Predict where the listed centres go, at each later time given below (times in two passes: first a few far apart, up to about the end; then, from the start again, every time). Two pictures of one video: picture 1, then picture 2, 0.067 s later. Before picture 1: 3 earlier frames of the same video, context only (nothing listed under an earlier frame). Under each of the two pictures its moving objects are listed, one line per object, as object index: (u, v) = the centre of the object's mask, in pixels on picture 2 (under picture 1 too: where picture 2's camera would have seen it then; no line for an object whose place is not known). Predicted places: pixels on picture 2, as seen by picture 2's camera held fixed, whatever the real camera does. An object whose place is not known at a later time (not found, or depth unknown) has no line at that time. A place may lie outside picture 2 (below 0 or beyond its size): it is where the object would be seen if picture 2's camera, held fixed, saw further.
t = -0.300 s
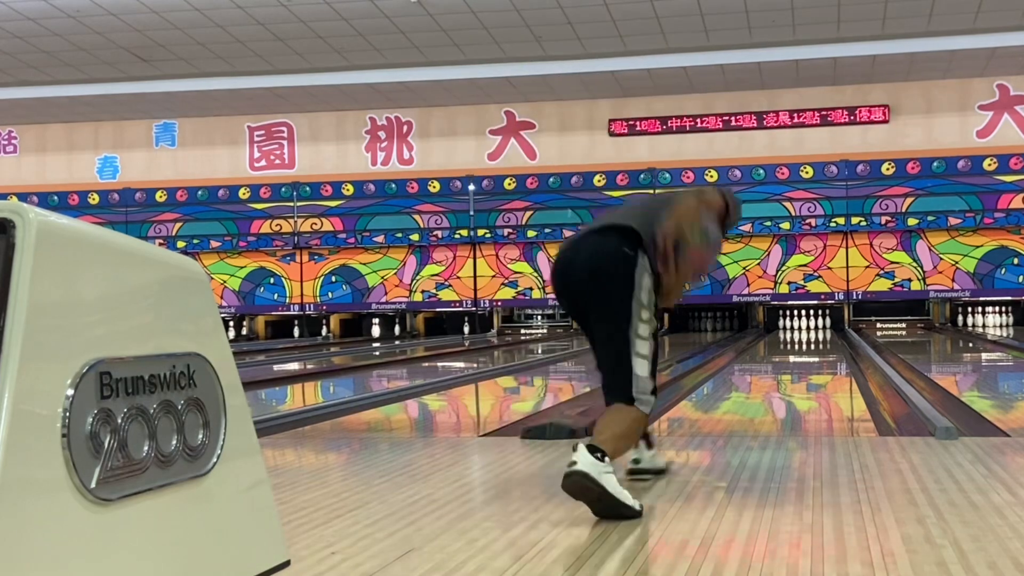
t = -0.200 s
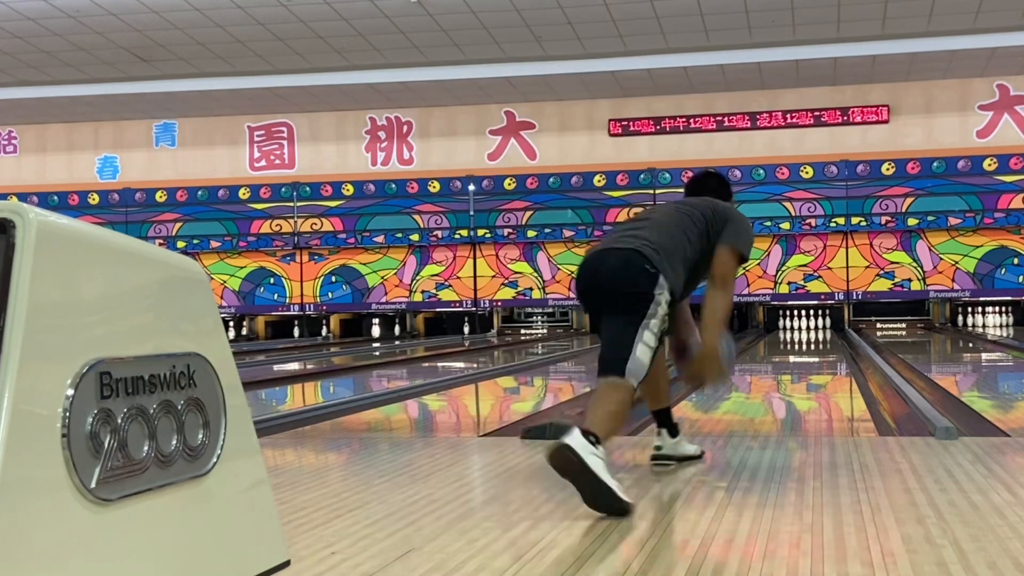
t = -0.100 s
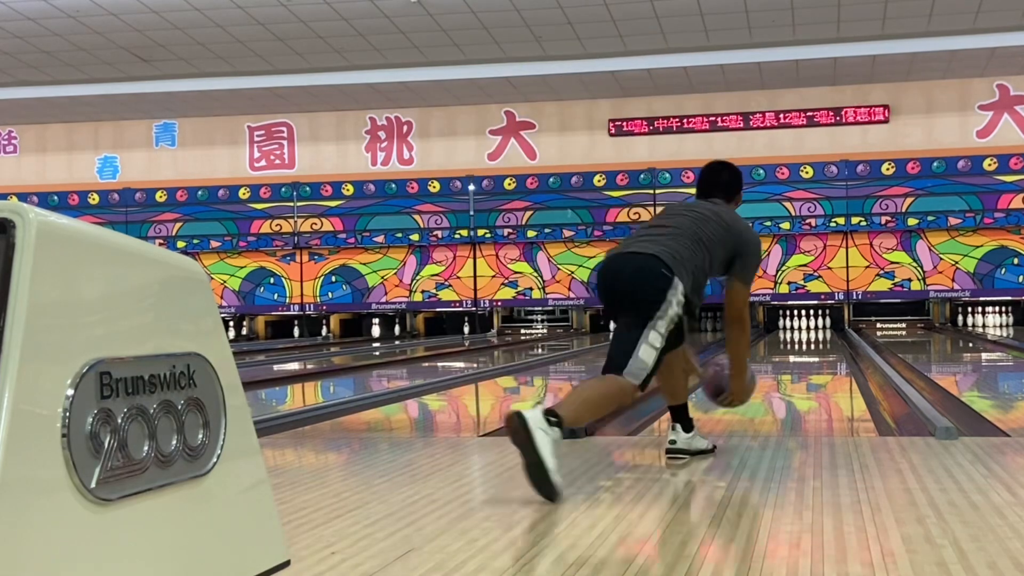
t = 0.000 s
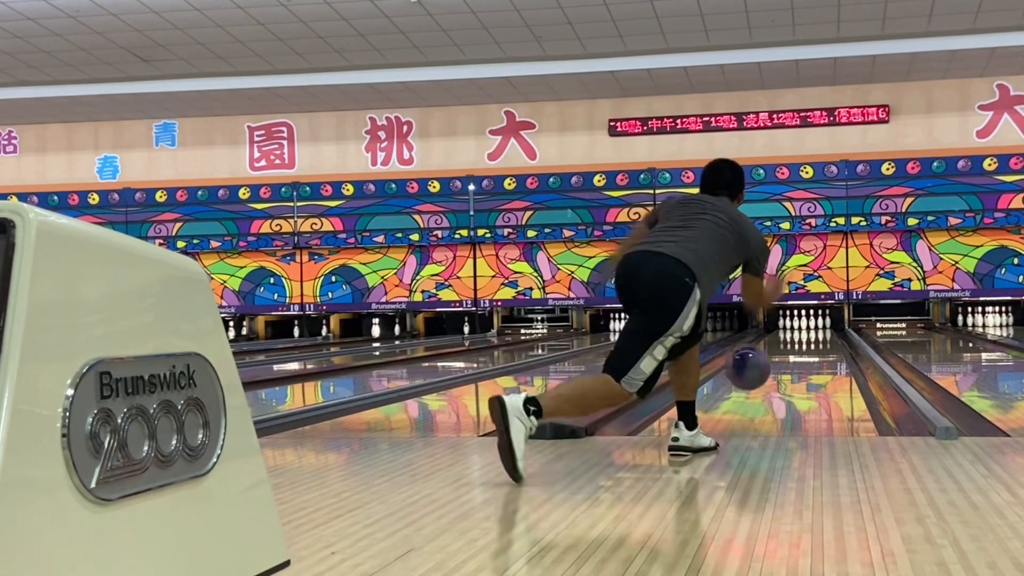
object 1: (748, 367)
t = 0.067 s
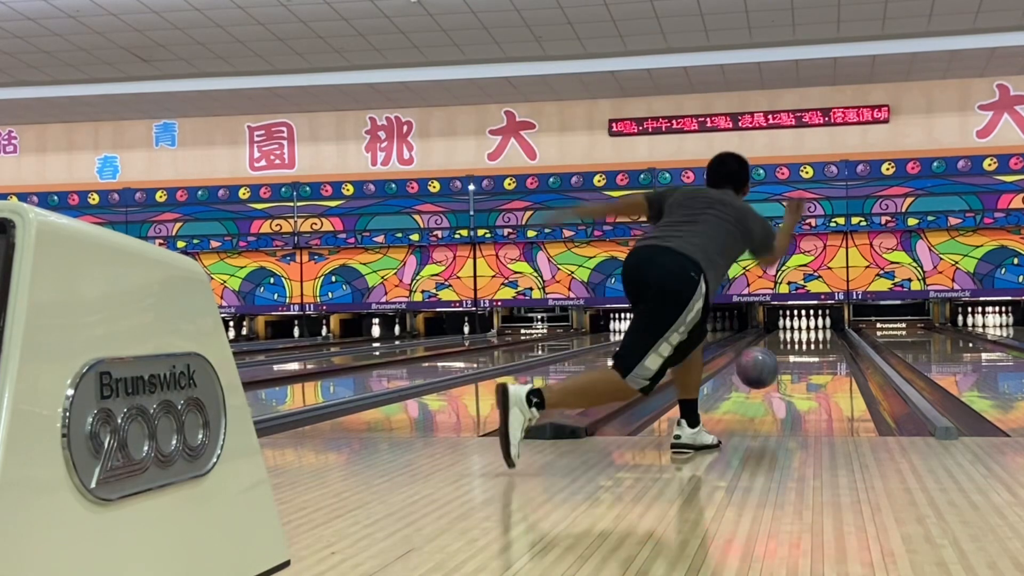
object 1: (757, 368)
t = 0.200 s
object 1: (773, 382)
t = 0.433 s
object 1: (792, 366)
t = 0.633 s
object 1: (802, 357)
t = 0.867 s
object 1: (810, 347)
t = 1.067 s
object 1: (815, 343)
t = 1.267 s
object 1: (819, 338)
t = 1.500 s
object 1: (822, 334)
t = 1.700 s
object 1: (823, 331)
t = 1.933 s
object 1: (820, 328)
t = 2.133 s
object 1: (815, 326)
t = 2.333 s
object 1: (809, 324)
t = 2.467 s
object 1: (807, 324)
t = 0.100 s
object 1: (762, 371)
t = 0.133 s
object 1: (766, 377)
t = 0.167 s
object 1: (770, 383)
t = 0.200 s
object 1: (773, 382)
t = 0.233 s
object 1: (777, 378)
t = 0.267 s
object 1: (779, 377)
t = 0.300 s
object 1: (782, 374)
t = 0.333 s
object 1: (784, 372)
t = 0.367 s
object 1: (787, 370)
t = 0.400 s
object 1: (789, 368)
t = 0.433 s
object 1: (792, 366)
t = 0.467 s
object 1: (793, 364)
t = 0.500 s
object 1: (795, 362)
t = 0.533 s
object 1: (797, 361)
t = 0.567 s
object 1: (799, 360)
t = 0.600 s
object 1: (801, 358)
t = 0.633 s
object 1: (802, 357)
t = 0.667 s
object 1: (803, 355)
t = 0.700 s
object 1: (805, 353)
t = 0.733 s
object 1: (806, 352)
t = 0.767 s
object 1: (807, 351)
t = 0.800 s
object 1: (808, 350)
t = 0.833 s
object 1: (809, 349)
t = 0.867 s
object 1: (810, 347)
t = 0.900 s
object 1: (811, 347)
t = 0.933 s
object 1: (812, 345)
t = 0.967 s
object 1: (813, 345)
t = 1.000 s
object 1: (814, 344)
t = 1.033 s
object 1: (815, 344)
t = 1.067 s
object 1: (815, 343)
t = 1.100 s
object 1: (815, 342)
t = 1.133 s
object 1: (816, 341)
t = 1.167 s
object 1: (817, 340)
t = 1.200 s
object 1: (817, 340)
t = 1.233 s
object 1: (818, 339)
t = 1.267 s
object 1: (819, 338)
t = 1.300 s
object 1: (819, 338)
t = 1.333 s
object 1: (820, 338)
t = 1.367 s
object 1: (820, 336)
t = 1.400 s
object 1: (820, 336)
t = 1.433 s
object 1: (821, 335)
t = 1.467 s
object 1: (821, 335)
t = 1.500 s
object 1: (822, 334)
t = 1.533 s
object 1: (822, 333)
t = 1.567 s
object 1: (822, 333)
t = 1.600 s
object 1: (823, 333)
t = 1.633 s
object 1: (822, 332)
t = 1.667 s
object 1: (823, 331)
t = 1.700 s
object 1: (823, 331)
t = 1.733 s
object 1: (822, 331)
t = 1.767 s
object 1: (822, 330)
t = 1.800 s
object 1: (822, 330)
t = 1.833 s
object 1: (822, 329)
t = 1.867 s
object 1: (822, 329)
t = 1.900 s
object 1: (821, 328)
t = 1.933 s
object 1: (820, 328)
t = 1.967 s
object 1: (820, 328)
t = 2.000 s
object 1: (820, 328)
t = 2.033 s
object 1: (819, 327)
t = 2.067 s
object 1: (817, 327)
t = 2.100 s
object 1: (816, 326)
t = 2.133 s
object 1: (815, 326)
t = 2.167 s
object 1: (814, 326)
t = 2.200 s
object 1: (813, 326)
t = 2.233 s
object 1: (812, 325)
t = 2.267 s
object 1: (812, 325)
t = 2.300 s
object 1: (811, 324)
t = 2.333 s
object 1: (809, 324)
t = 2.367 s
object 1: (808, 325)
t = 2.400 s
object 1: (807, 325)
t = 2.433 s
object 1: (806, 324)
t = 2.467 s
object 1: (807, 324)
